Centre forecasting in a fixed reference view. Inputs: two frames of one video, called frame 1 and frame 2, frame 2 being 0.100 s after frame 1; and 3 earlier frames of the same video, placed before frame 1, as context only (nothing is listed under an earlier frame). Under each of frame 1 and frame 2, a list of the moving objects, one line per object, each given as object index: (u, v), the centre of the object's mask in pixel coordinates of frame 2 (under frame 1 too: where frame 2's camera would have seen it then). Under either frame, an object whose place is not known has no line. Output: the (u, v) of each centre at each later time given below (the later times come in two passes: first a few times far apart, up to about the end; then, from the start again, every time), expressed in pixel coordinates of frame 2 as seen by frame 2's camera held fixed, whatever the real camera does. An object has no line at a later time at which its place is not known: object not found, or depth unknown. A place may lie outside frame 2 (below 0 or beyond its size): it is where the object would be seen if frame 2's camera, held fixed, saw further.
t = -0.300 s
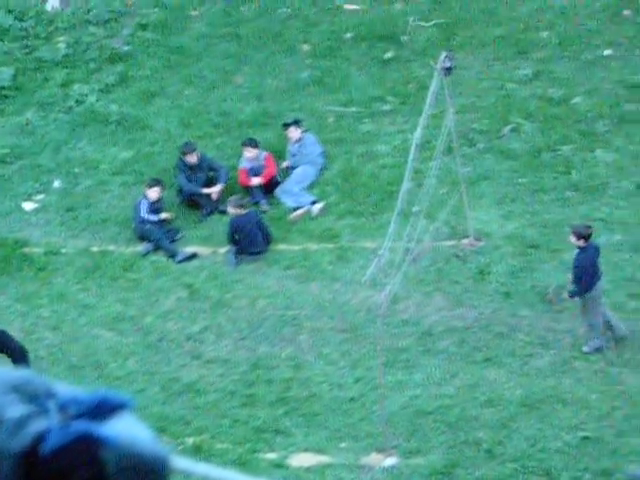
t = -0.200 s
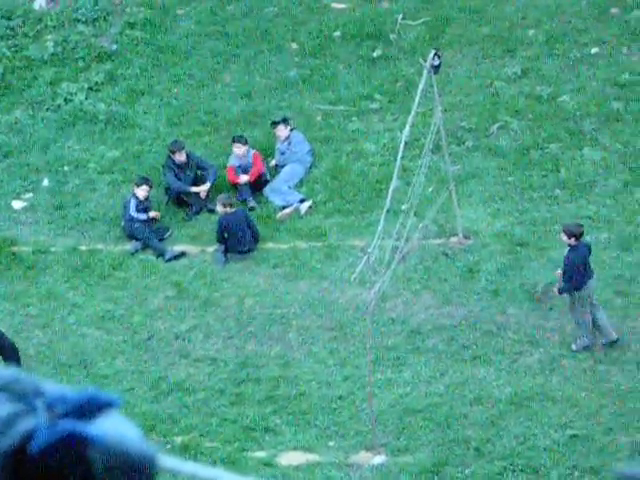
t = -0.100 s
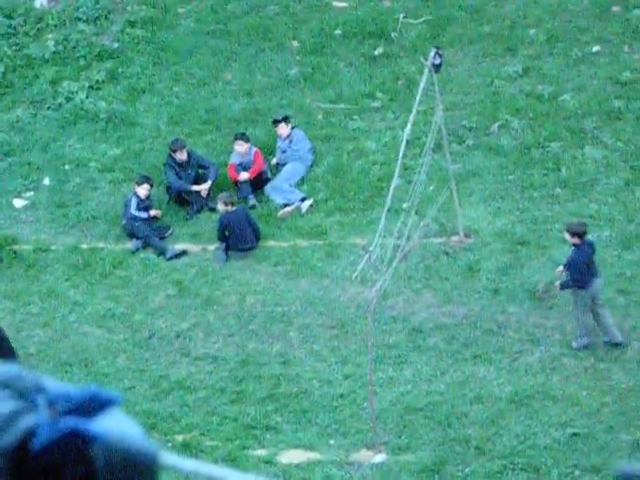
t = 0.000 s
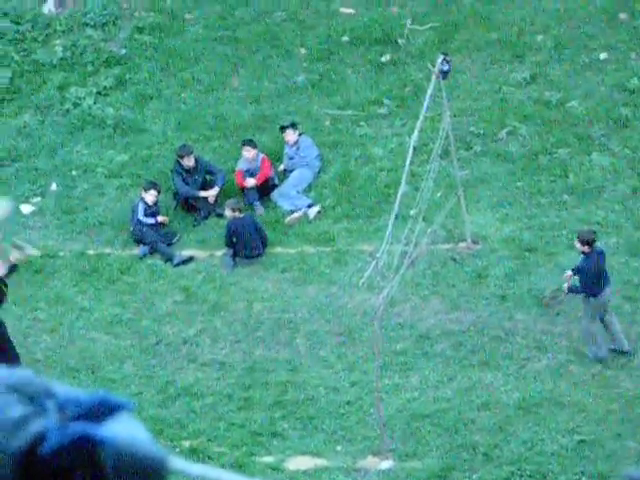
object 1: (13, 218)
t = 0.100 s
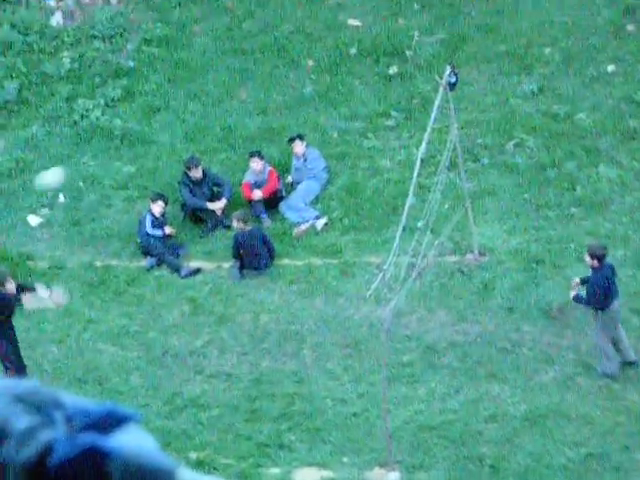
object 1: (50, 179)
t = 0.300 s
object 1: (155, 115)
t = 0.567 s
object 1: (304, 90)
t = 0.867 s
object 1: (481, 142)
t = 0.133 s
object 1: (67, 165)
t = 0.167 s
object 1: (85, 154)
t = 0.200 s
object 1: (102, 142)
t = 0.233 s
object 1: (120, 132)
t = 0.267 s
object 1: (136, 124)
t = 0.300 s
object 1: (155, 115)
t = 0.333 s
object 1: (173, 109)
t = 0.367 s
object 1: (190, 103)
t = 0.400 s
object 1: (209, 98)
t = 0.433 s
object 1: (228, 94)
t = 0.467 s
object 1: (247, 92)
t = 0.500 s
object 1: (265, 90)
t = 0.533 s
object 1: (284, 89)
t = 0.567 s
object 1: (304, 90)
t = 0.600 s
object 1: (323, 91)
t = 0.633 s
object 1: (344, 94)
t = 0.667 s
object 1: (363, 98)
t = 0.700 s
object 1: (382, 103)
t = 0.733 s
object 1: (401, 109)
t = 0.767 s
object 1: (422, 115)
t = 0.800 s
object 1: (443, 123)
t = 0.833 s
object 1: (463, 131)
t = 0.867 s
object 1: (481, 142)
